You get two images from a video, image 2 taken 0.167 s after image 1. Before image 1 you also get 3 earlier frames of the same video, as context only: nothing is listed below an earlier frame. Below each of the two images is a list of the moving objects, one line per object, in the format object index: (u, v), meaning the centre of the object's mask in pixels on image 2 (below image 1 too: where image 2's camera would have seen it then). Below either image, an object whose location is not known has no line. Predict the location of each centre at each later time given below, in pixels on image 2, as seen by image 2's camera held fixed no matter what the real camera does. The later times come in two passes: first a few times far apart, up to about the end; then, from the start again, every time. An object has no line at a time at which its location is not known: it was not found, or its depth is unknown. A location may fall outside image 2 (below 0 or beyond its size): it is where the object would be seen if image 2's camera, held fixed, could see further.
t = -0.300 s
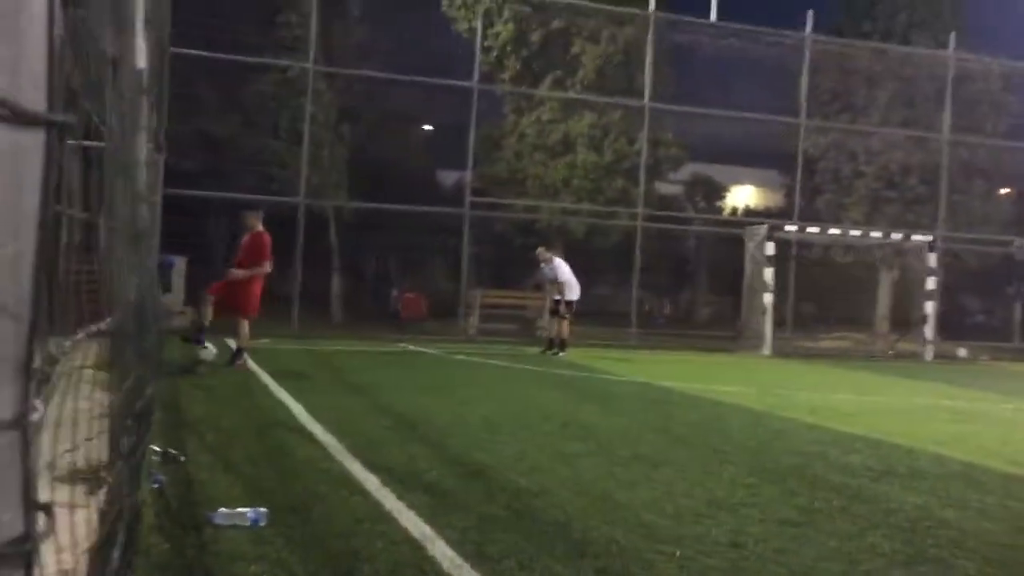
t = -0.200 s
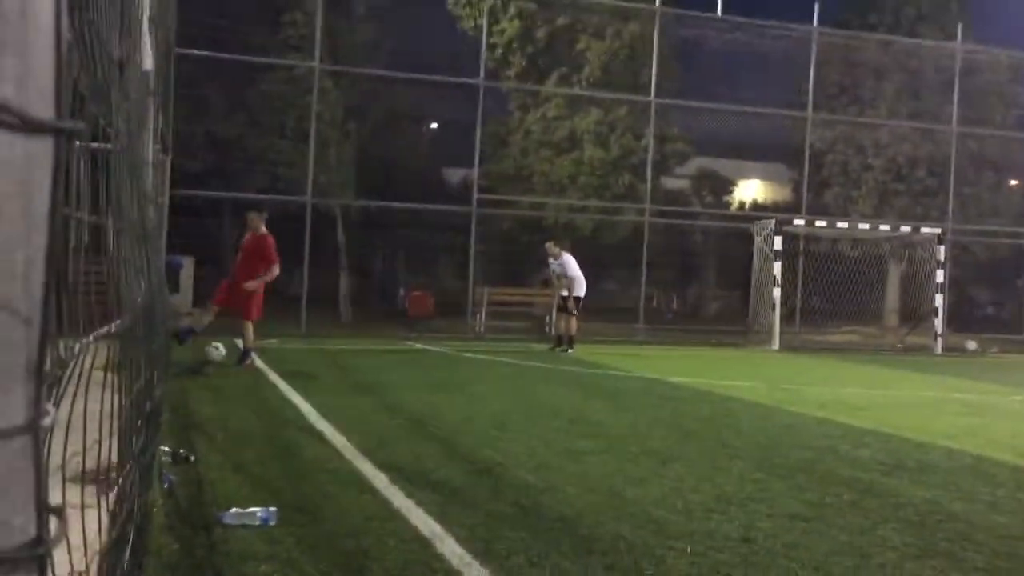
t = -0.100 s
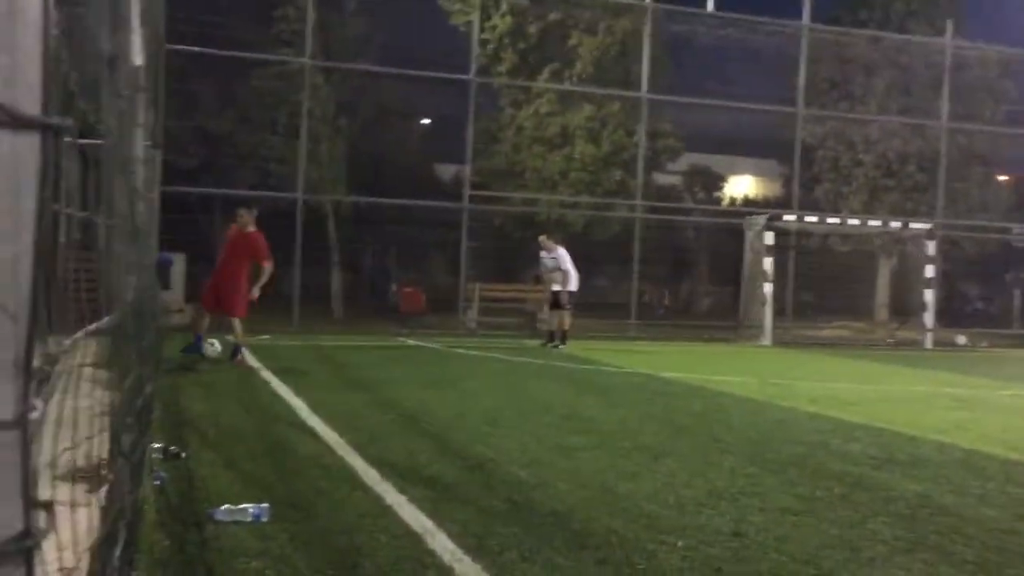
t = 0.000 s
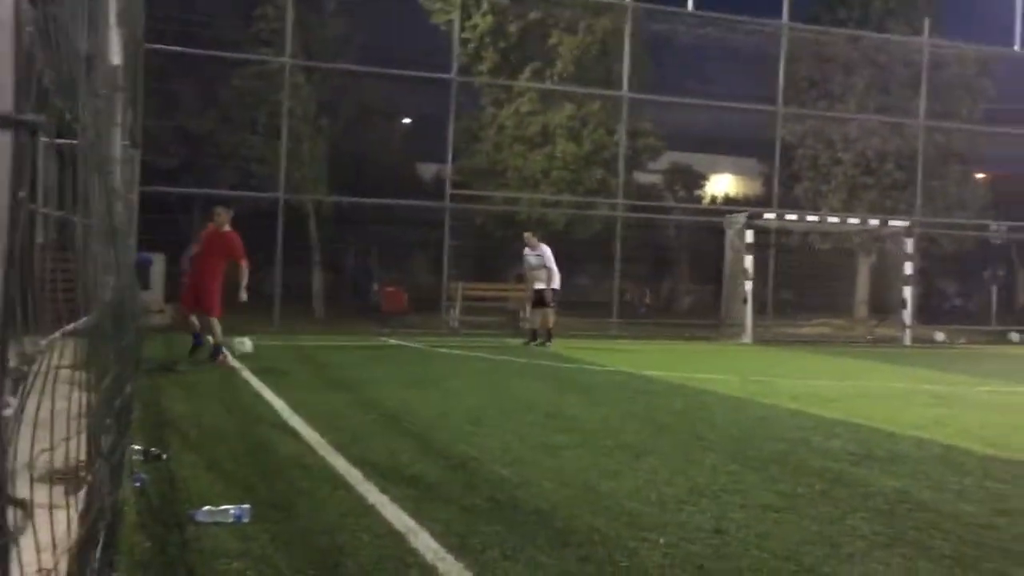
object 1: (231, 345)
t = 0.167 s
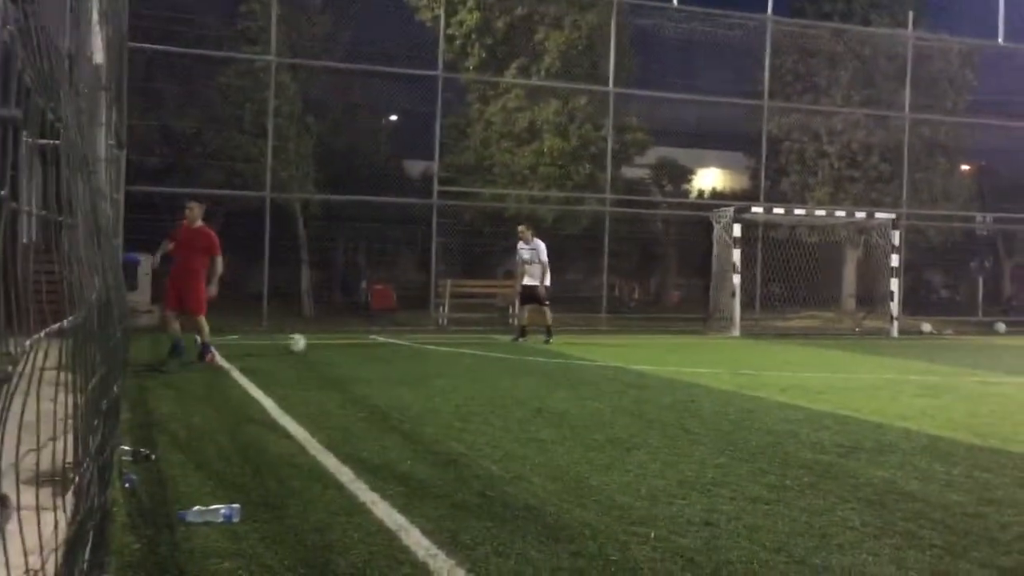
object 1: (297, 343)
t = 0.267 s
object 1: (326, 340)
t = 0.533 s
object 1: (388, 340)
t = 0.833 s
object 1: (444, 337)
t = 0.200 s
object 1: (307, 344)
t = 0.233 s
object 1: (317, 341)
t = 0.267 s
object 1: (326, 340)
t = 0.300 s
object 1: (335, 339)
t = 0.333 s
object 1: (342, 340)
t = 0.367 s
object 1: (351, 341)
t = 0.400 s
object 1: (359, 340)
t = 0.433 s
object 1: (367, 339)
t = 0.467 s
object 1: (374, 338)
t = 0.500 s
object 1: (380, 338)
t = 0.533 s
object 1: (388, 340)
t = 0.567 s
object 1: (394, 338)
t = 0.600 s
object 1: (402, 338)
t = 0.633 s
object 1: (409, 338)
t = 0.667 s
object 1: (414, 338)
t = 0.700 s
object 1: (421, 337)
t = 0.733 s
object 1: (427, 337)
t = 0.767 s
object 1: (433, 337)
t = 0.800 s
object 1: (439, 337)
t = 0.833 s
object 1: (444, 337)
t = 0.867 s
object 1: (450, 336)
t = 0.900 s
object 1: (456, 336)
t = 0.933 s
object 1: (462, 336)
